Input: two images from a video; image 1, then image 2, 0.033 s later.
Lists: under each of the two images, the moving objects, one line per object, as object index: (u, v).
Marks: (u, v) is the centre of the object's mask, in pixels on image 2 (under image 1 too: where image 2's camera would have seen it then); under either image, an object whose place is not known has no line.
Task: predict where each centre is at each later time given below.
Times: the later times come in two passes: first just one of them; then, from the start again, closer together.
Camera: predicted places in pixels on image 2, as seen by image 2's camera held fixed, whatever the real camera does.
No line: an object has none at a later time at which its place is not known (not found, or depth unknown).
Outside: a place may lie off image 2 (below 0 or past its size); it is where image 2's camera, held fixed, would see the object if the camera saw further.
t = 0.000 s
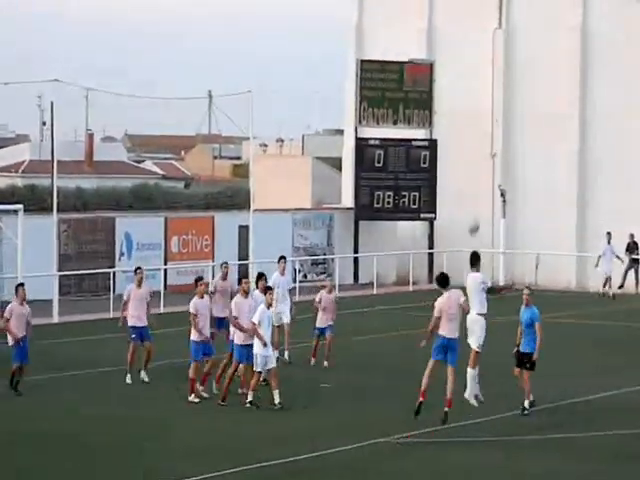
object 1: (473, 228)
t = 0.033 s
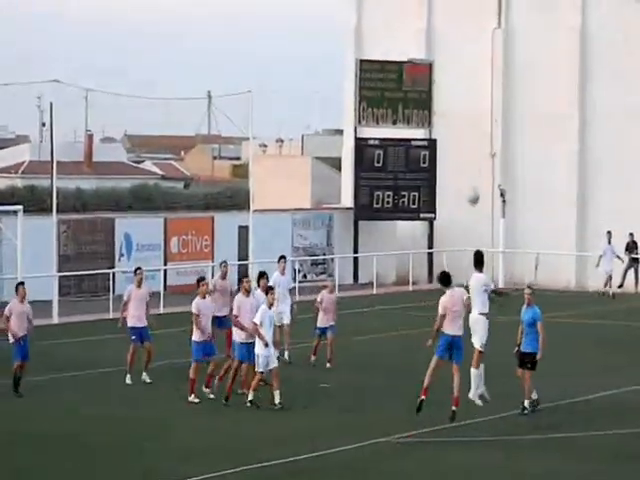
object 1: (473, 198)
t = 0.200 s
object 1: (475, 71)
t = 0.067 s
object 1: (474, 171)
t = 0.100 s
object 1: (474, 144)
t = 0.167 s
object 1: (475, 94)
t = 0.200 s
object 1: (475, 71)
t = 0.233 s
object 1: (475, 48)
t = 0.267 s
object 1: (476, 27)
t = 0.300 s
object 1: (476, 7)
